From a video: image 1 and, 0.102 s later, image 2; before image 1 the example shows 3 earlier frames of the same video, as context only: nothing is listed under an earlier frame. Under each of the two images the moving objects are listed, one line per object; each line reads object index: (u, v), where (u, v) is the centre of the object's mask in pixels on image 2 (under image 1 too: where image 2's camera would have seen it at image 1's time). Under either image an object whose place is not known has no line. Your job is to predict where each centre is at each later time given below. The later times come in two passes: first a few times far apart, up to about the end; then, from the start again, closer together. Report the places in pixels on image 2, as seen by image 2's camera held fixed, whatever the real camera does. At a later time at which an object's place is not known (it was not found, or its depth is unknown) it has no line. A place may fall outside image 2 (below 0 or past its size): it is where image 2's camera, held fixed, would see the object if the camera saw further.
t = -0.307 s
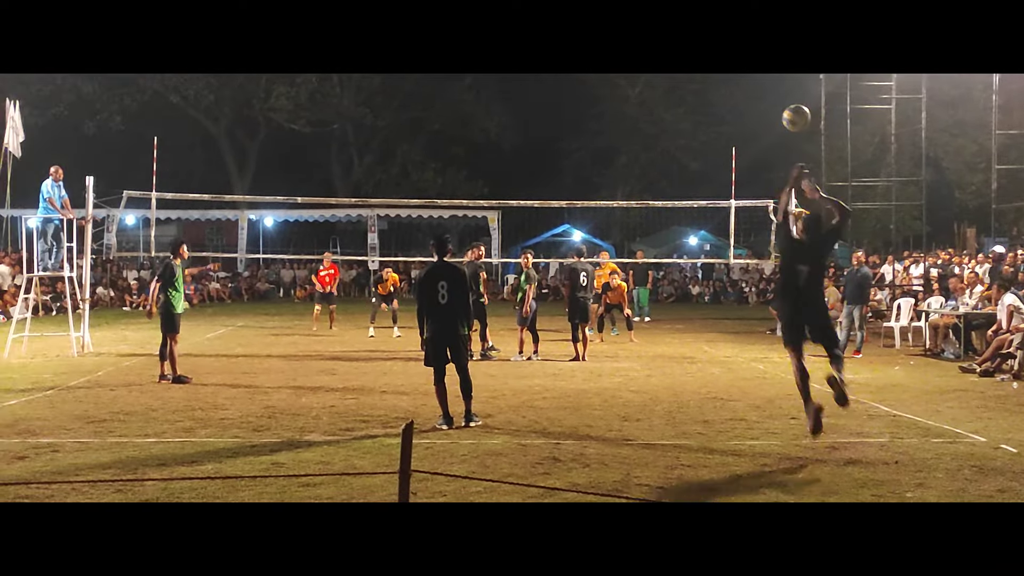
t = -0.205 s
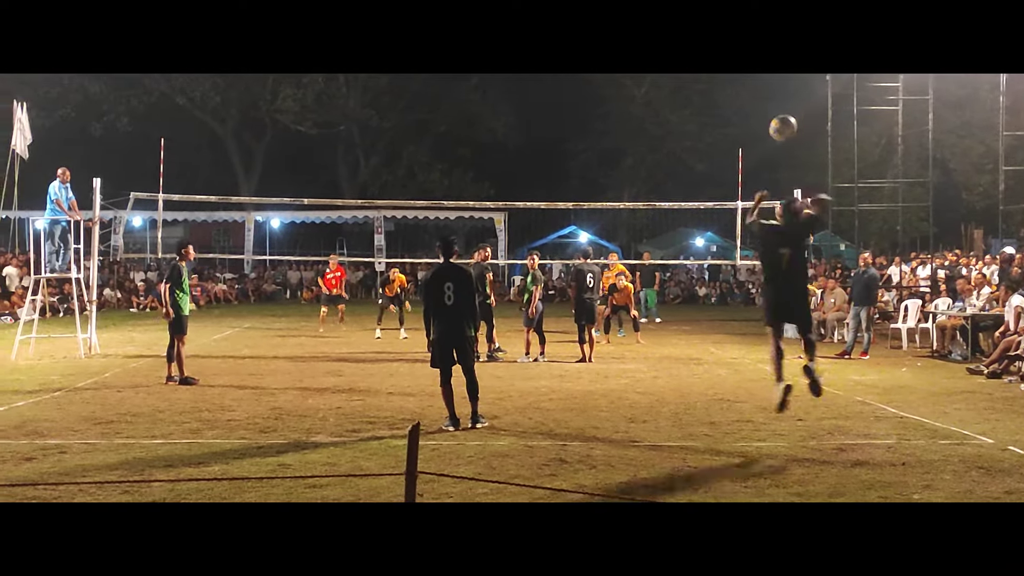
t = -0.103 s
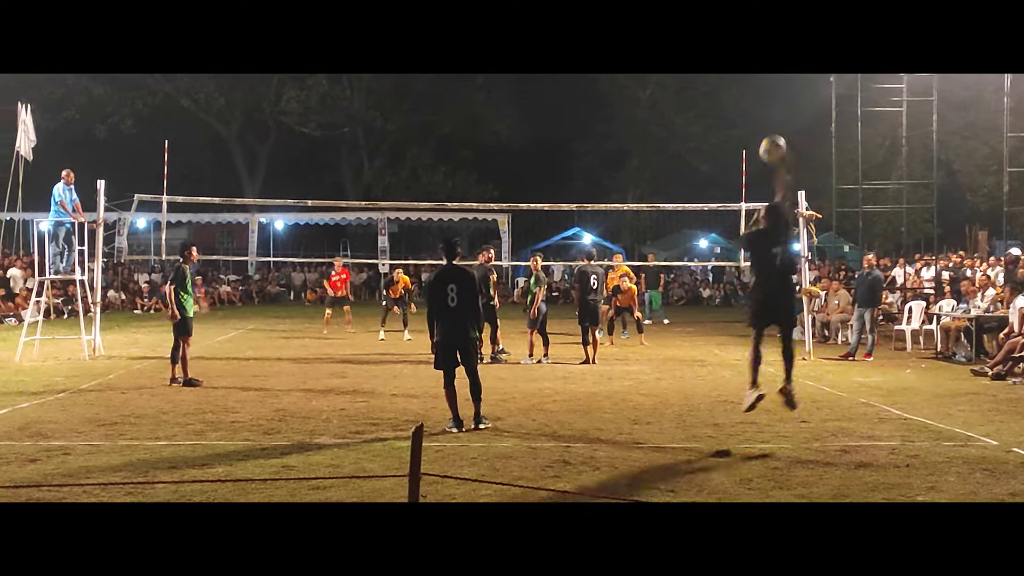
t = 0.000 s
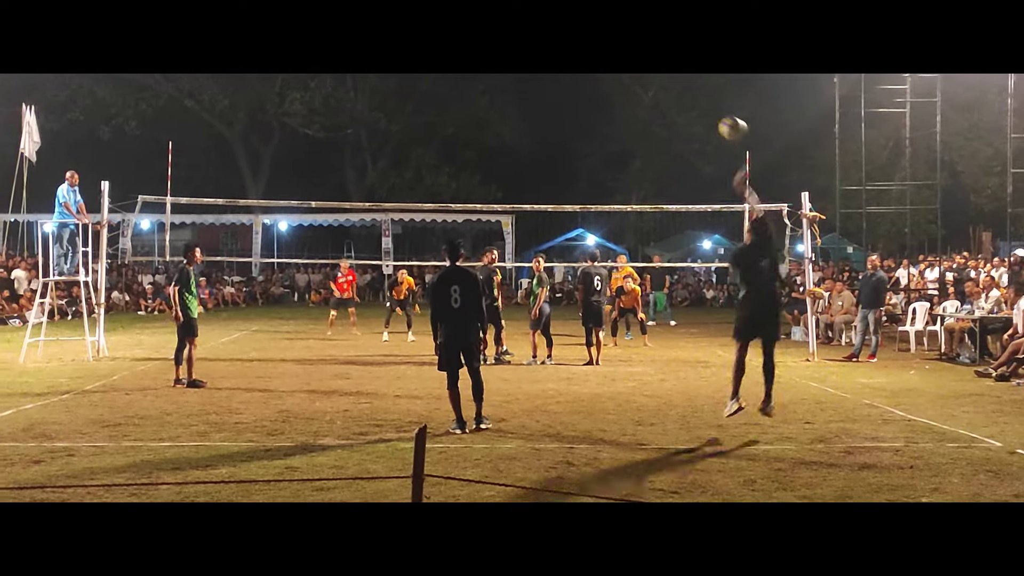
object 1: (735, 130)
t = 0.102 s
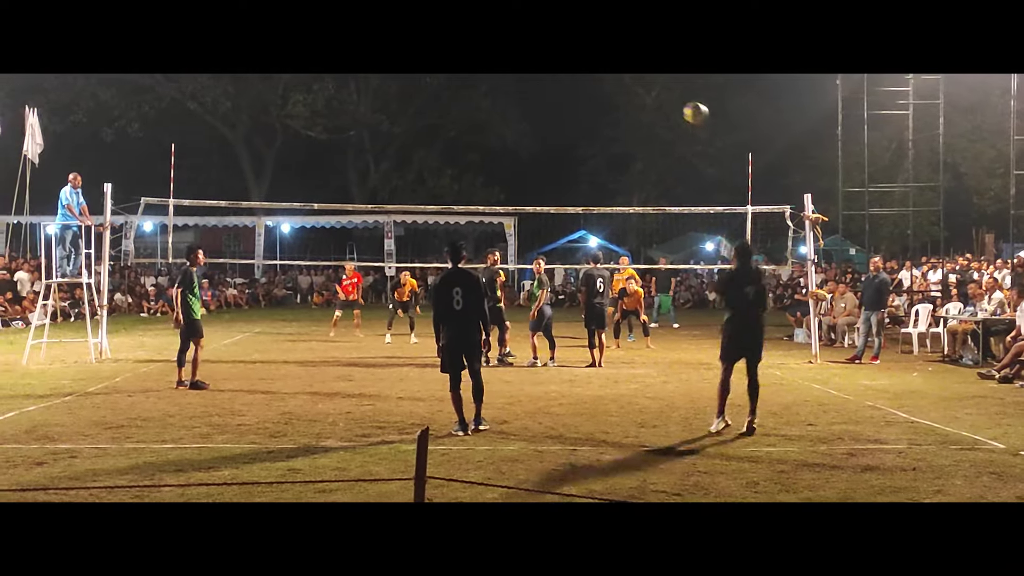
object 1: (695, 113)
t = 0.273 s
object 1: (647, 109)
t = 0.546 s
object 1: (598, 147)
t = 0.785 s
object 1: (575, 204)
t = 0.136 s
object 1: (684, 110)
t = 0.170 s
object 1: (674, 108)
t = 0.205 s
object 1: (664, 108)
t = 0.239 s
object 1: (655, 108)
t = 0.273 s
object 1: (647, 109)
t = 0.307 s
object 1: (639, 111)
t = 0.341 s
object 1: (631, 114)
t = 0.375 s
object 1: (624, 118)
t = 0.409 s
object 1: (618, 123)
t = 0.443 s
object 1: (612, 128)
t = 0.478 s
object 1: (608, 134)
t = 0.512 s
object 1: (603, 140)
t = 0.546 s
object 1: (598, 147)
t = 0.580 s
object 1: (594, 154)
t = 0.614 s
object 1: (590, 162)
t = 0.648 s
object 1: (587, 170)
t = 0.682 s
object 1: (584, 179)
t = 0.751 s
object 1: (577, 197)
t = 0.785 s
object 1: (575, 204)
